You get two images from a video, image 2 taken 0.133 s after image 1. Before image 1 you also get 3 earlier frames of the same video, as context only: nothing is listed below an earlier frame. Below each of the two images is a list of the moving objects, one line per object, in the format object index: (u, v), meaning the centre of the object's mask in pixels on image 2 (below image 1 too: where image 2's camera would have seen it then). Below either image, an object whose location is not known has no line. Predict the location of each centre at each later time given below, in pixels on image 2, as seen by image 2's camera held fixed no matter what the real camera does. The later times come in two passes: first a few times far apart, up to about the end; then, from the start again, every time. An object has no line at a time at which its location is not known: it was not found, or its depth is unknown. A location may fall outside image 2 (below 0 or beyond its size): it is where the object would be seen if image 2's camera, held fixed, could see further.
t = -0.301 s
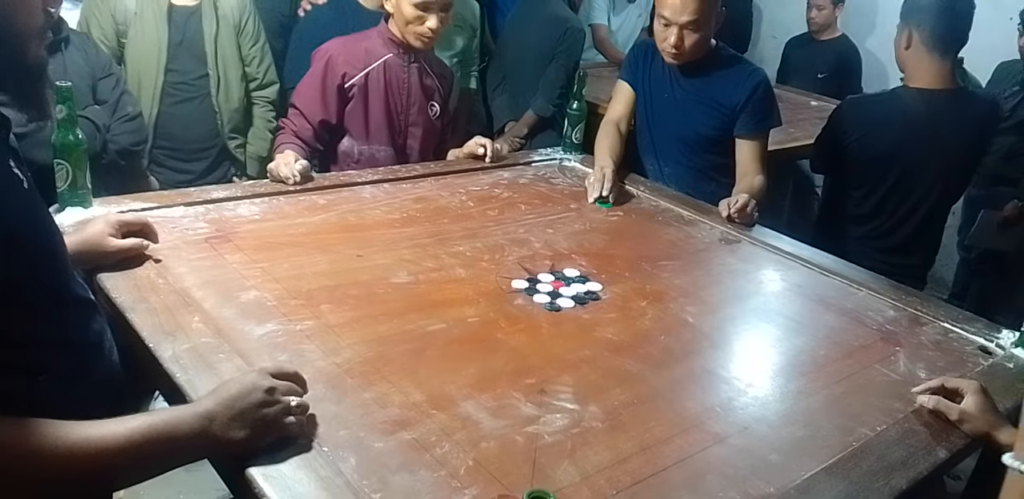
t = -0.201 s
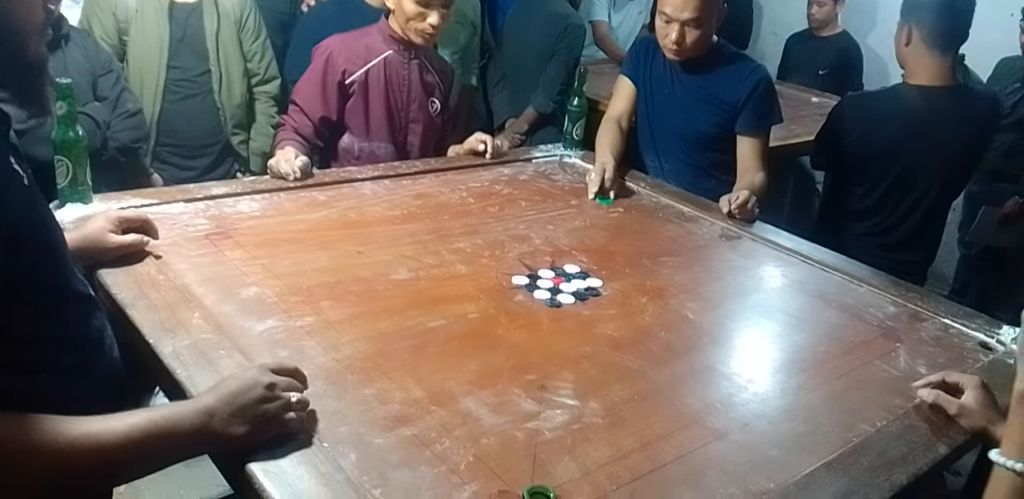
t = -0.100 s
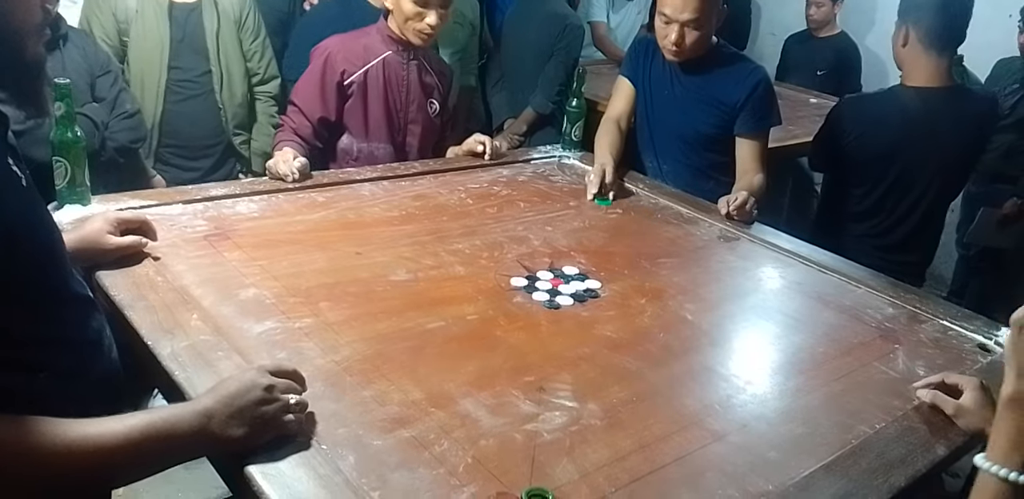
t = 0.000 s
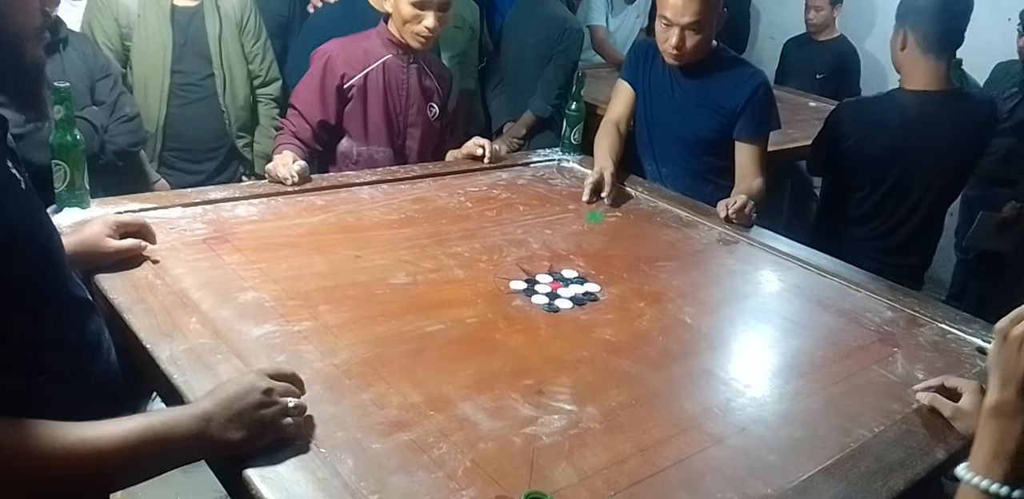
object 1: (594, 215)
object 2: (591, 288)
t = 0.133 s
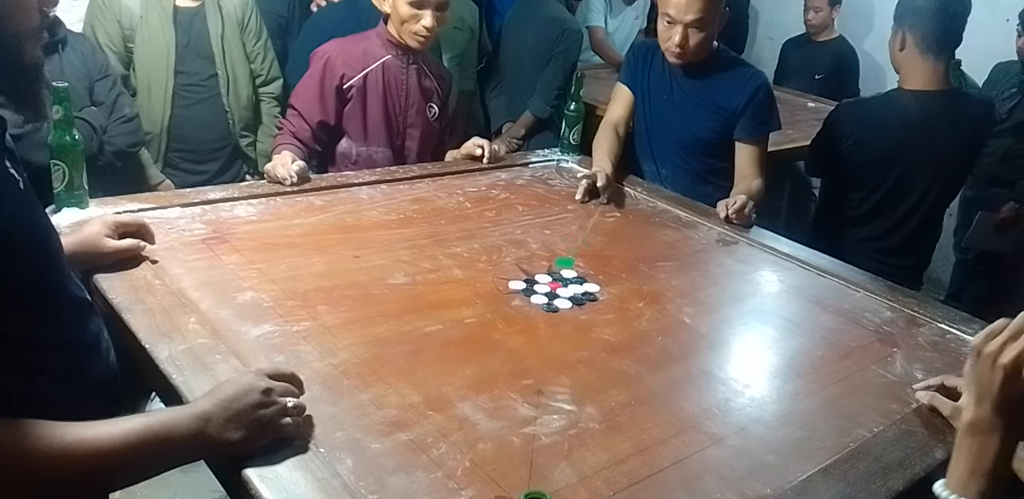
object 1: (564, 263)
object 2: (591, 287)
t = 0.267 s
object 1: (513, 267)
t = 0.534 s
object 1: (452, 266)
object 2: (817, 421)
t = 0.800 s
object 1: (444, 266)
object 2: (826, 426)
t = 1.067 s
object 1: (444, 266)
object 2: (826, 426)
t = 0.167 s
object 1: (551, 268)
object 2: (605, 296)
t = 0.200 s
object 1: (538, 268)
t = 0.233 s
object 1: (525, 268)
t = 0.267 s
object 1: (513, 267)
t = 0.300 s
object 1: (502, 267)
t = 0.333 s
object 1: (493, 267)
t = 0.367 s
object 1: (484, 267)
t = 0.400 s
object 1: (476, 266)
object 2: (741, 383)
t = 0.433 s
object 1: (468, 266)
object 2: (762, 394)
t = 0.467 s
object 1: (462, 266)
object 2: (784, 401)
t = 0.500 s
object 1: (457, 266)
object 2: (800, 411)
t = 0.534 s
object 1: (452, 266)
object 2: (817, 421)
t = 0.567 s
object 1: (448, 266)
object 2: (834, 431)
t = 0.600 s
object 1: (446, 266)
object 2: (846, 438)
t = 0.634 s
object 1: (444, 266)
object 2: (841, 435)
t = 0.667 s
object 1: (444, 266)
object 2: (835, 431)
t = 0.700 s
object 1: (444, 266)
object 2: (831, 429)
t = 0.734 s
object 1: (444, 266)
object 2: (828, 428)
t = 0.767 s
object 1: (444, 266)
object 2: (826, 427)
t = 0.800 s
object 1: (444, 266)
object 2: (826, 426)
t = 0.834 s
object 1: (444, 266)
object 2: (826, 426)
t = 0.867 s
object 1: (444, 266)
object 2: (826, 426)
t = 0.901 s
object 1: (444, 266)
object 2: (826, 426)
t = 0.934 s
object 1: (444, 266)
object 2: (826, 426)
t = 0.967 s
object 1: (444, 266)
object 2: (826, 426)
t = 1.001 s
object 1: (444, 266)
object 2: (826, 426)
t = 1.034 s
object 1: (444, 266)
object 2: (826, 426)
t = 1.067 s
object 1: (444, 266)
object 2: (826, 426)
